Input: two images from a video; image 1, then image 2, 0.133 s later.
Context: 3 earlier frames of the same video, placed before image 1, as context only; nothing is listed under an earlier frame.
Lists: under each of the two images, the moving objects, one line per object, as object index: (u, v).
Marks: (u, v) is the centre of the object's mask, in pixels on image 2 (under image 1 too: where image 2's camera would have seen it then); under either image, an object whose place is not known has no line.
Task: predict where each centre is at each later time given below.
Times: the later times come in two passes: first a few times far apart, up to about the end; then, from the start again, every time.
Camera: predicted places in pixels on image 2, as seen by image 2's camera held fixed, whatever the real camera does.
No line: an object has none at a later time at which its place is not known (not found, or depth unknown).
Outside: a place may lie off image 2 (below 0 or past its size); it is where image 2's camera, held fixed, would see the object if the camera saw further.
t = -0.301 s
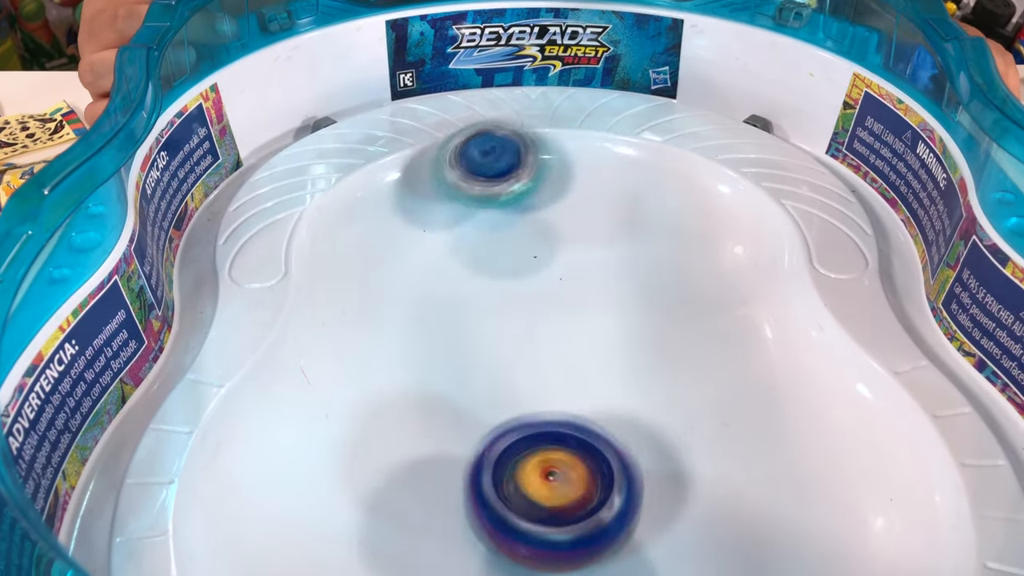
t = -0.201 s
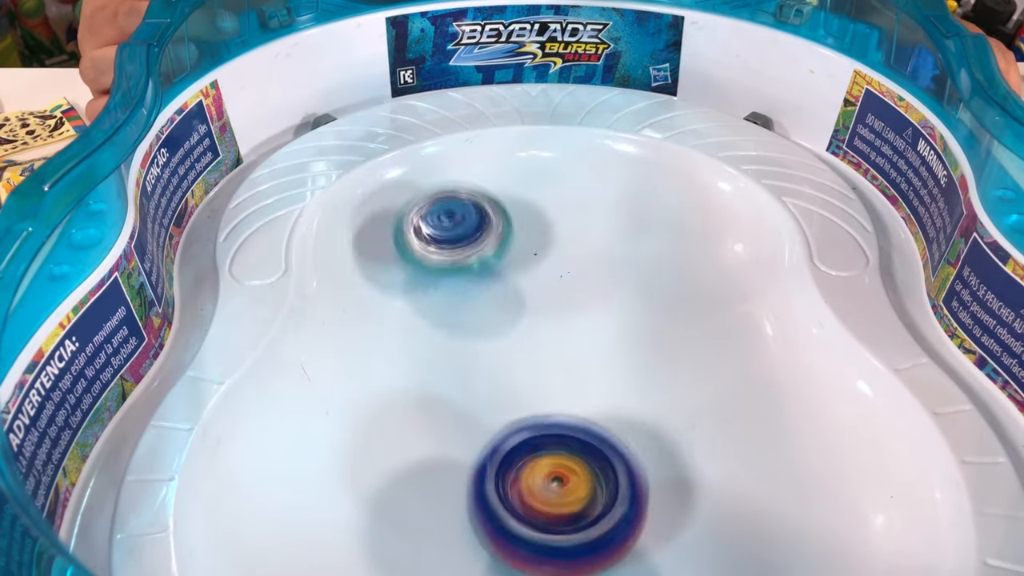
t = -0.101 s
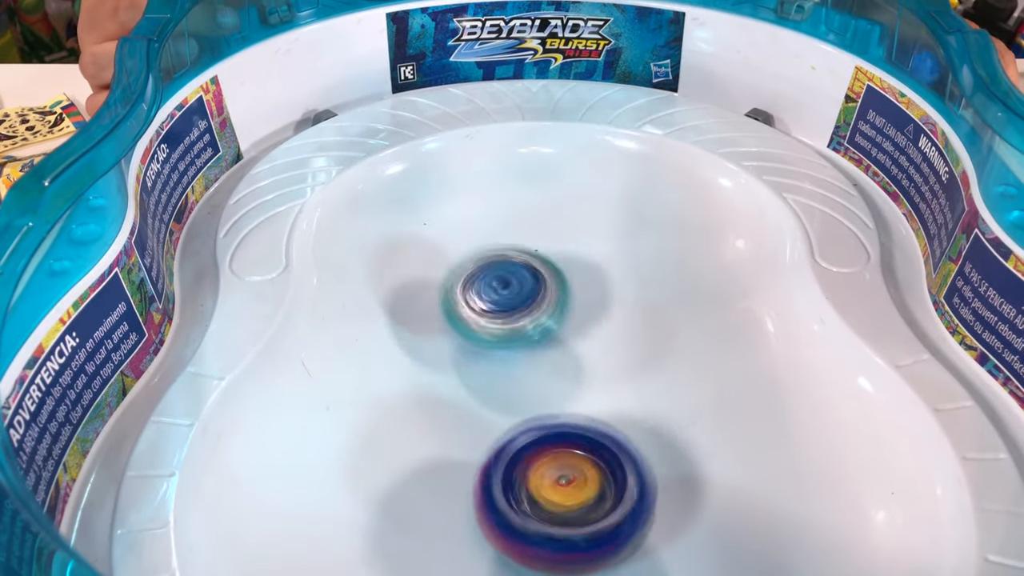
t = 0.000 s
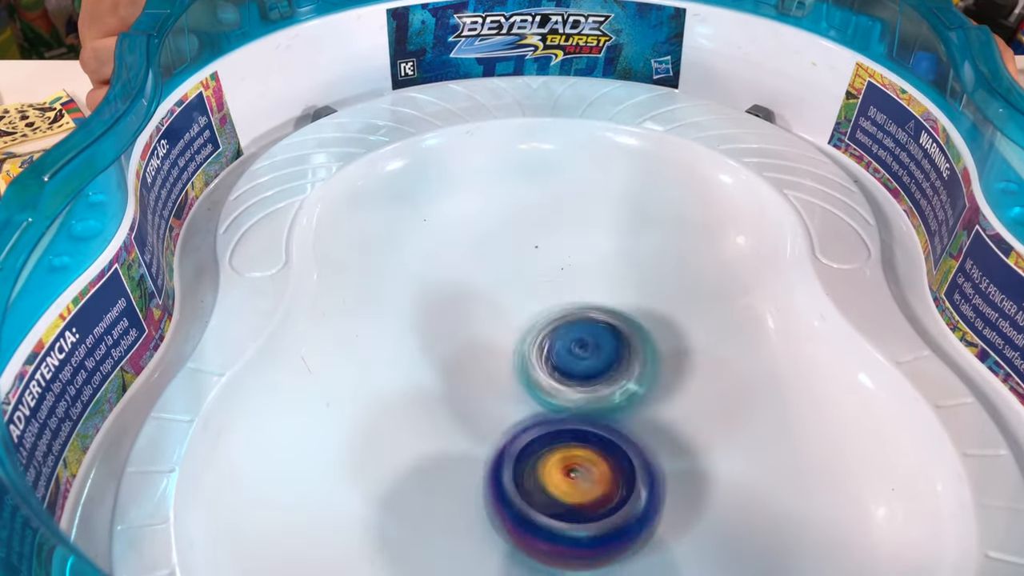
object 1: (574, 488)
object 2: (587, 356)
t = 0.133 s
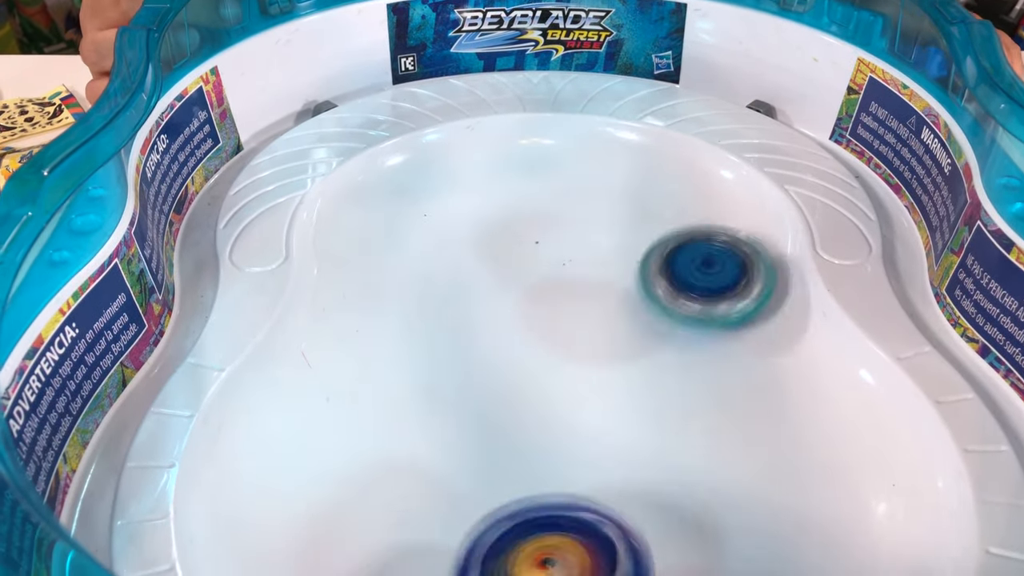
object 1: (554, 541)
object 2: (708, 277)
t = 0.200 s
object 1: (570, 545)
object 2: (726, 236)
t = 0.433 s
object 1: (576, 536)
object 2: (596, 157)
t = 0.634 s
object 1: (529, 485)
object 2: (500, 266)
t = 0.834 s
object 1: (494, 535)
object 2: (533, 328)
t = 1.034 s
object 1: (562, 539)
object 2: (569, 352)
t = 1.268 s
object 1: (590, 500)
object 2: (590, 357)
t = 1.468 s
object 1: (547, 528)
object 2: (593, 275)
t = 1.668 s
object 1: (527, 535)
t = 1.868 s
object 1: (511, 499)
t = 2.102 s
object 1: (505, 545)
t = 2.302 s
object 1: (528, 575)
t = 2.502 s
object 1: (534, 553)
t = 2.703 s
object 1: (571, 497)
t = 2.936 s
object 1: (634, 470)
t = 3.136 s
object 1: (698, 586)
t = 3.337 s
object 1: (706, 561)
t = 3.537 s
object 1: (642, 604)
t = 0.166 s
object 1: (563, 544)
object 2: (720, 257)
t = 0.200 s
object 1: (570, 545)
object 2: (726, 236)
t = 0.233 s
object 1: (577, 544)
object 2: (729, 216)
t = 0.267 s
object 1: (582, 545)
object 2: (725, 196)
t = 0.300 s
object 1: (583, 545)
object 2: (714, 176)
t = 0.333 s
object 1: (585, 544)
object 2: (695, 163)
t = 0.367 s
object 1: (580, 543)
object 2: (666, 156)
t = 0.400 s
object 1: (578, 540)
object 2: (633, 155)
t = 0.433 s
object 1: (576, 536)
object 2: (596, 157)
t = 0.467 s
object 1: (569, 532)
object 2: (562, 166)
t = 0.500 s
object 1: (561, 526)
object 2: (534, 182)
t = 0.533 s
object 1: (554, 518)
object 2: (515, 201)
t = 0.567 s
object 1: (543, 508)
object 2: (502, 223)
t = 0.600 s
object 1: (535, 495)
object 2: (497, 243)
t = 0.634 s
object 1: (529, 485)
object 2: (500, 266)
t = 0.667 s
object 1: (523, 479)
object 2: (502, 291)
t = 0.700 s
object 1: (517, 474)
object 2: (506, 319)
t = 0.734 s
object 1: (512, 474)
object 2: (510, 347)
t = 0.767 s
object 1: (501, 511)
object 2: (517, 338)
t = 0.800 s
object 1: (493, 528)
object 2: (525, 330)
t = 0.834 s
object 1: (494, 535)
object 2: (533, 328)
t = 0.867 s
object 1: (500, 537)
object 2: (539, 331)
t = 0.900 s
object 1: (510, 539)
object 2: (546, 337)
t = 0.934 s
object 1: (525, 539)
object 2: (551, 343)
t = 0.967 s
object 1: (538, 539)
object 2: (558, 348)
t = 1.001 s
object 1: (549, 541)
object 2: (563, 350)
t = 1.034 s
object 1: (562, 539)
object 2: (569, 352)
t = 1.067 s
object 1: (569, 539)
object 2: (575, 354)
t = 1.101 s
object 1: (576, 535)
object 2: (579, 356)
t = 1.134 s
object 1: (585, 532)
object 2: (583, 357)
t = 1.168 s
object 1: (587, 528)
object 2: (586, 358)
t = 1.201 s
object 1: (592, 522)
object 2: (588, 358)
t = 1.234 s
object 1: (592, 511)
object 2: (590, 358)
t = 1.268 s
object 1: (590, 500)
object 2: (590, 357)
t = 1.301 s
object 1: (592, 488)
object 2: (590, 356)
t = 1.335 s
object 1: (587, 480)
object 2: (589, 355)
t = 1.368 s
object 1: (569, 499)
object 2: (594, 330)
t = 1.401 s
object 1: (557, 514)
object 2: (596, 309)
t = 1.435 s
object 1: (553, 522)
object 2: (594, 290)
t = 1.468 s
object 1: (547, 528)
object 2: (593, 275)
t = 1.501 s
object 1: (549, 531)
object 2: (591, 259)
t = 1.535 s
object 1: (546, 533)
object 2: (590, 245)
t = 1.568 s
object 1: (545, 535)
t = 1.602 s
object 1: (540, 536)
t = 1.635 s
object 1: (537, 536)
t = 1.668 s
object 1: (527, 535)
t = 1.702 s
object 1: (525, 530)
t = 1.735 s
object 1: (521, 525)
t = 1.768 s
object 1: (520, 521)
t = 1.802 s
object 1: (513, 512)
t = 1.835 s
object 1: (516, 508)
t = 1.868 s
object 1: (511, 499)
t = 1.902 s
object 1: (517, 491)
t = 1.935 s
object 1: (516, 481)
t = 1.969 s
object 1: (524, 475)
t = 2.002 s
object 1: (523, 468)
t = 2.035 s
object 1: (524, 482)
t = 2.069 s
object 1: (511, 518)
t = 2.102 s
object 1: (505, 545)
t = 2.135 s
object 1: (501, 556)
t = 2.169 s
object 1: (508, 563)
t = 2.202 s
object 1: (514, 567)
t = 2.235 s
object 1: (517, 572)
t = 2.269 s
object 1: (527, 572)
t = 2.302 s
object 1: (528, 575)
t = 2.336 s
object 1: (533, 573)
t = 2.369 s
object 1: (534, 570)
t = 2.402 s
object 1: (525, 567)
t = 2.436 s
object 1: (529, 562)
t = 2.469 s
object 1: (528, 557)
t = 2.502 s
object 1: (534, 553)
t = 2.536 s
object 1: (539, 545)
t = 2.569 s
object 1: (539, 536)
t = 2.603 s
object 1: (547, 525)
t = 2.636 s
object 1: (549, 510)
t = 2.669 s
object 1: (561, 499)
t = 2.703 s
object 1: (571, 497)
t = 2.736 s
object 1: (576, 482)
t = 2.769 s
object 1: (591, 476)
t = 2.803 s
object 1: (597, 473)
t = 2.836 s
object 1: (608, 468)
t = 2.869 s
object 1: (620, 472)
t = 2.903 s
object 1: (622, 469)
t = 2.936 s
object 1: (634, 470)
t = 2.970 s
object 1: (640, 511)
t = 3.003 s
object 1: (654, 548)
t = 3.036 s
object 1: (670, 568)
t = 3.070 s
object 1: (683, 579)
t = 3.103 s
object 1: (693, 585)
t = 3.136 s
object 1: (698, 586)
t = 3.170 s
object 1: (700, 587)
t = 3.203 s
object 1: (698, 586)
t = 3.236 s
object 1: (696, 586)
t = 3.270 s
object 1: (703, 585)
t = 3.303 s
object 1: (707, 574)
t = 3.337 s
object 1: (706, 561)
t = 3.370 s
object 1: (695, 548)
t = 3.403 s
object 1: (680, 535)
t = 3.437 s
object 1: (676, 574)
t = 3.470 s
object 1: (675, 587)
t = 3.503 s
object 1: (660, 596)
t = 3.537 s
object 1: (642, 604)
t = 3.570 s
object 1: (629, 605)
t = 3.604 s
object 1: (620, 603)
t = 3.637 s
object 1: (615, 598)
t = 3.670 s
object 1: (612, 595)
